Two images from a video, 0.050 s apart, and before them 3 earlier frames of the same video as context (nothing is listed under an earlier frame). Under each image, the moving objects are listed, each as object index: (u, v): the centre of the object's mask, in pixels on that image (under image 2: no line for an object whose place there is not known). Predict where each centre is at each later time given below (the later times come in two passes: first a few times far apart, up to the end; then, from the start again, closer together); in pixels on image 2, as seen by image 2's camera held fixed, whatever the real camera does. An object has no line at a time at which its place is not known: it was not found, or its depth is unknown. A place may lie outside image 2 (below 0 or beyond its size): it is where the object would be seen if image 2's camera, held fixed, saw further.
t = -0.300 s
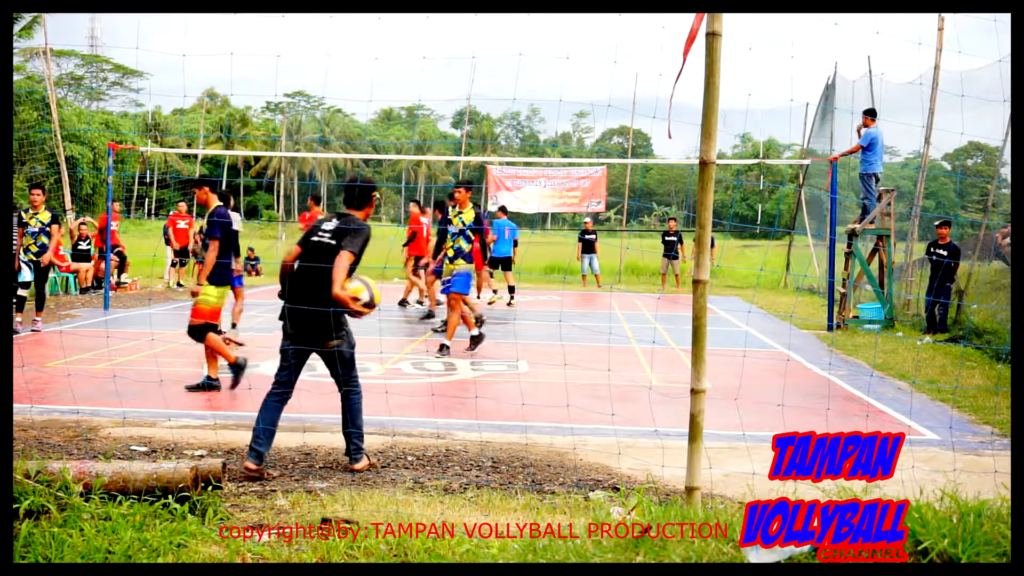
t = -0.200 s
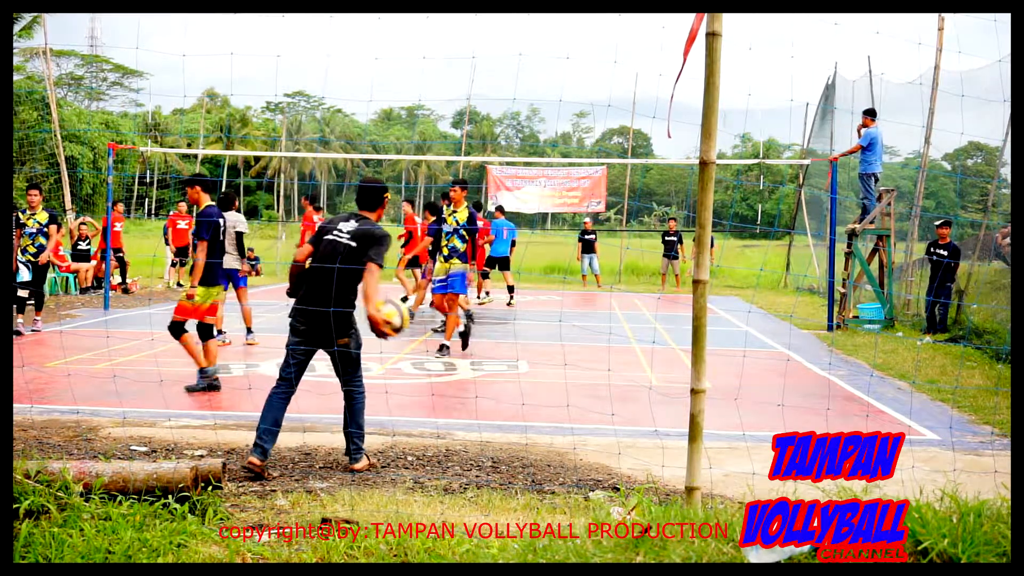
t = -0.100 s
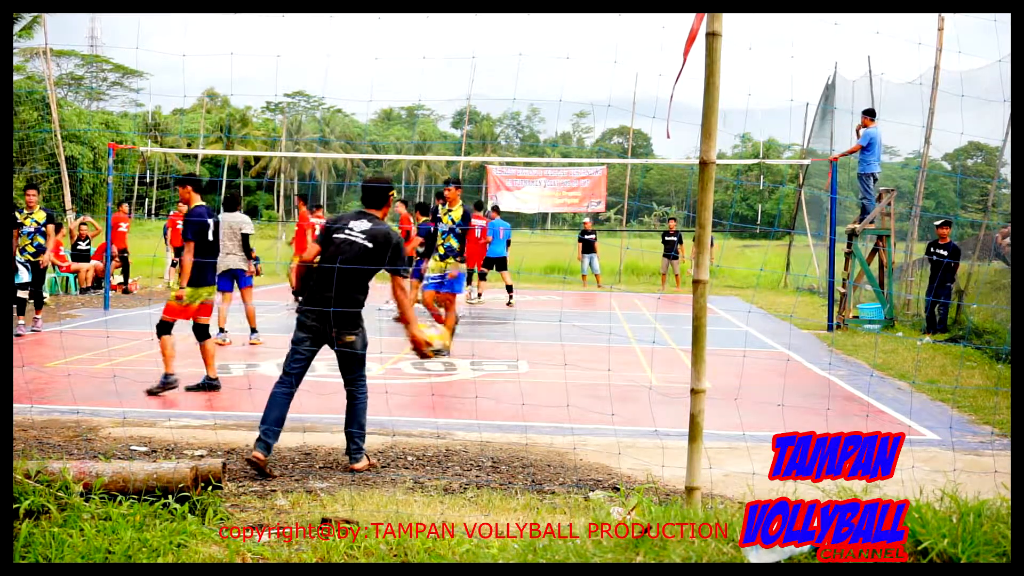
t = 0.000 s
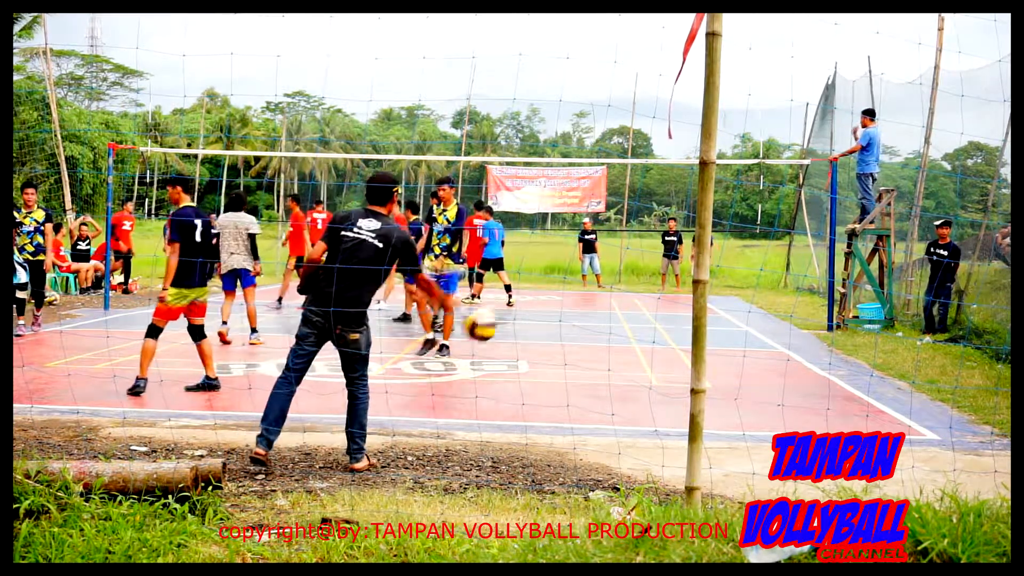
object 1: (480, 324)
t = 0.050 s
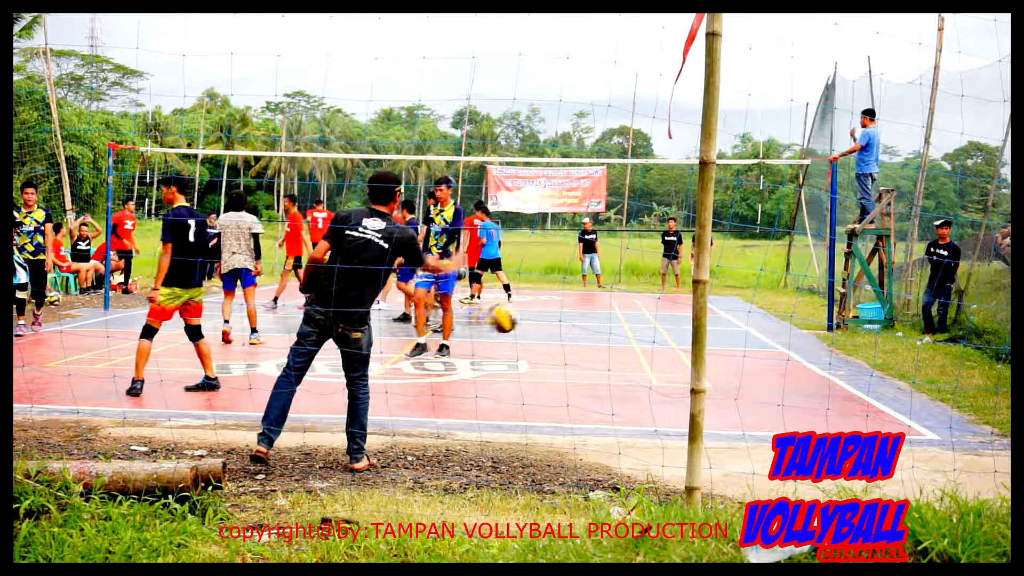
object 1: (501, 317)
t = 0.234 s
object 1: (571, 319)
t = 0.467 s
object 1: (637, 375)
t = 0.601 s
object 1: (664, 340)
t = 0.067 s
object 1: (509, 316)
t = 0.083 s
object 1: (516, 315)
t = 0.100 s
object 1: (523, 313)
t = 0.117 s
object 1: (529, 313)
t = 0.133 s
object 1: (534, 313)
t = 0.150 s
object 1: (541, 312)
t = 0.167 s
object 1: (548, 314)
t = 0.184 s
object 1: (550, 316)
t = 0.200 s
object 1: (560, 317)
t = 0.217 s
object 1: (566, 317)
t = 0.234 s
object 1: (571, 319)
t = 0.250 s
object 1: (576, 321)
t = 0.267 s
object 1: (583, 323)
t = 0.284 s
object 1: (588, 327)
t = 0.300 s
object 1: (593, 329)
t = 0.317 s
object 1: (597, 335)
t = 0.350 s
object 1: (607, 341)
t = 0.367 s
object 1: (611, 345)
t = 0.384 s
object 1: (615, 348)
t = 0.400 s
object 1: (620, 353)
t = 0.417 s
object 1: (625, 358)
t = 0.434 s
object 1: (629, 363)
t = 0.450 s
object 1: (633, 369)
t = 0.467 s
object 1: (637, 375)
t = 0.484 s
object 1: (640, 378)
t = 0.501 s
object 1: (643, 372)
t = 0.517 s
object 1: (648, 365)
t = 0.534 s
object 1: (651, 362)
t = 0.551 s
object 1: (655, 353)
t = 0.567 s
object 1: (658, 349)
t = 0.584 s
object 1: (662, 343)
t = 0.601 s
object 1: (664, 340)
